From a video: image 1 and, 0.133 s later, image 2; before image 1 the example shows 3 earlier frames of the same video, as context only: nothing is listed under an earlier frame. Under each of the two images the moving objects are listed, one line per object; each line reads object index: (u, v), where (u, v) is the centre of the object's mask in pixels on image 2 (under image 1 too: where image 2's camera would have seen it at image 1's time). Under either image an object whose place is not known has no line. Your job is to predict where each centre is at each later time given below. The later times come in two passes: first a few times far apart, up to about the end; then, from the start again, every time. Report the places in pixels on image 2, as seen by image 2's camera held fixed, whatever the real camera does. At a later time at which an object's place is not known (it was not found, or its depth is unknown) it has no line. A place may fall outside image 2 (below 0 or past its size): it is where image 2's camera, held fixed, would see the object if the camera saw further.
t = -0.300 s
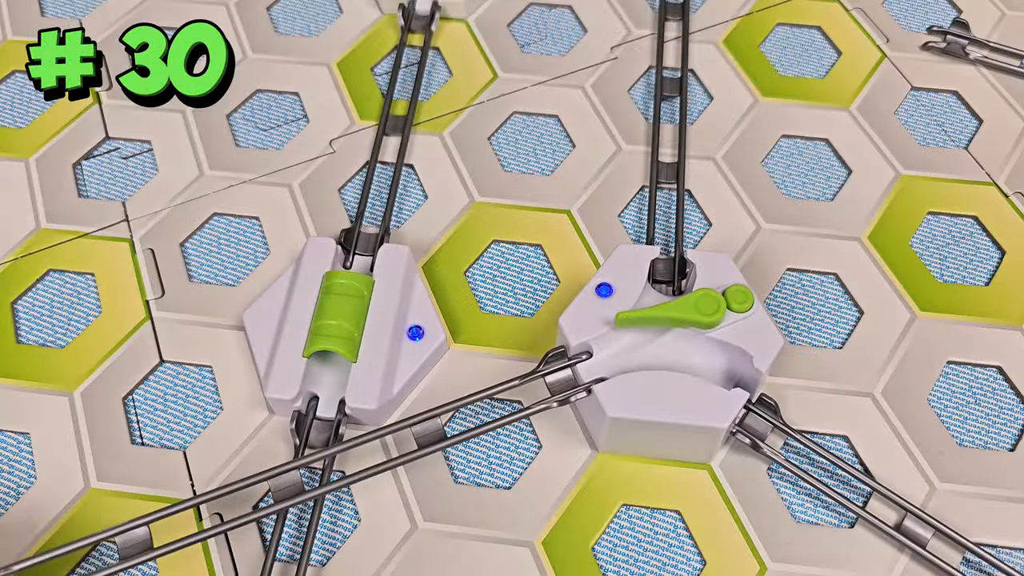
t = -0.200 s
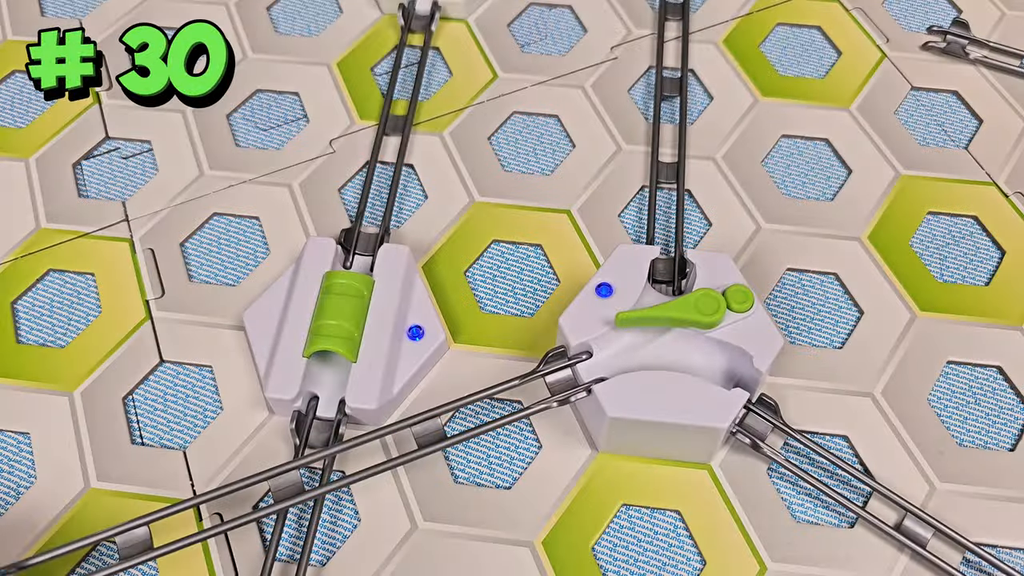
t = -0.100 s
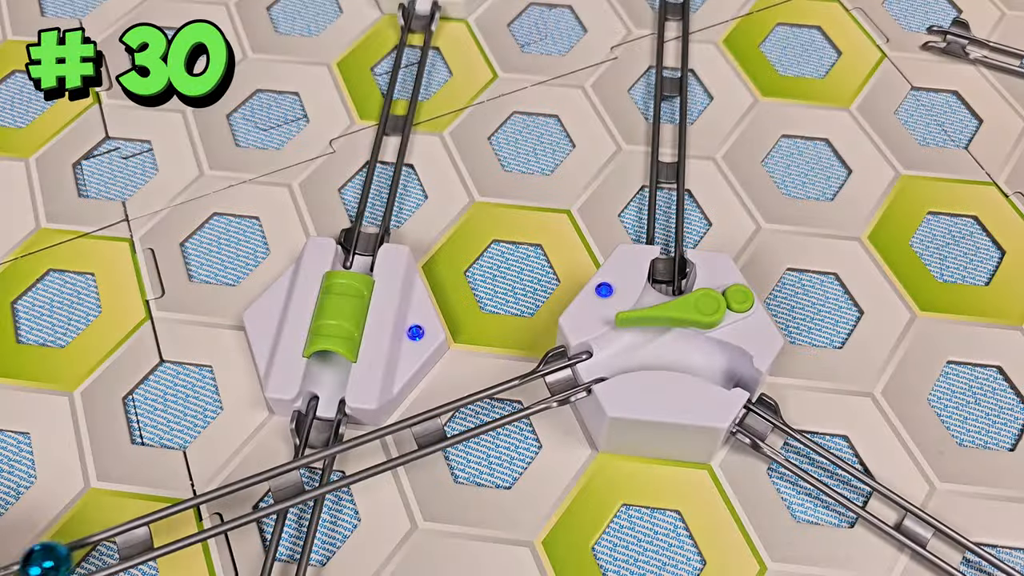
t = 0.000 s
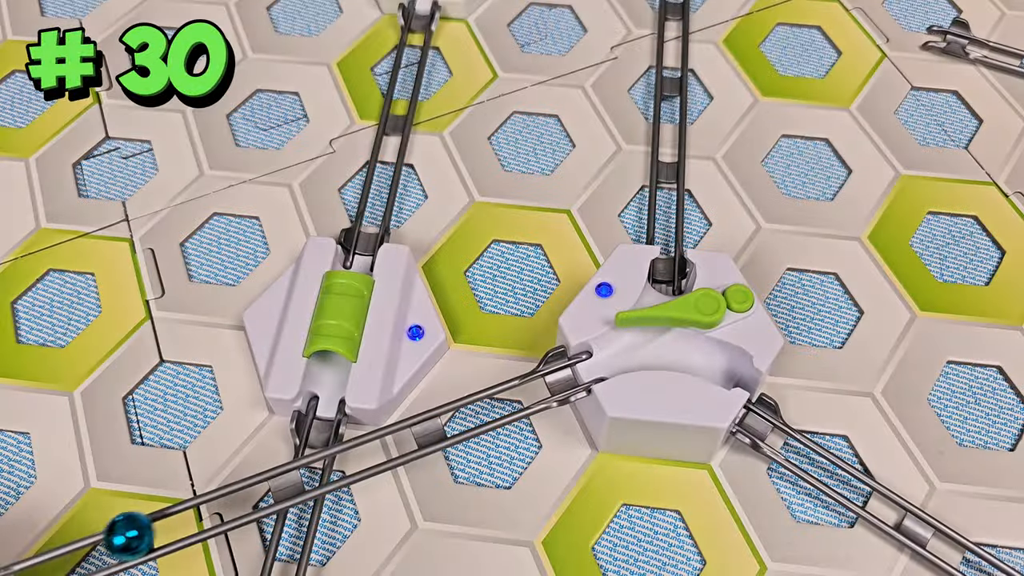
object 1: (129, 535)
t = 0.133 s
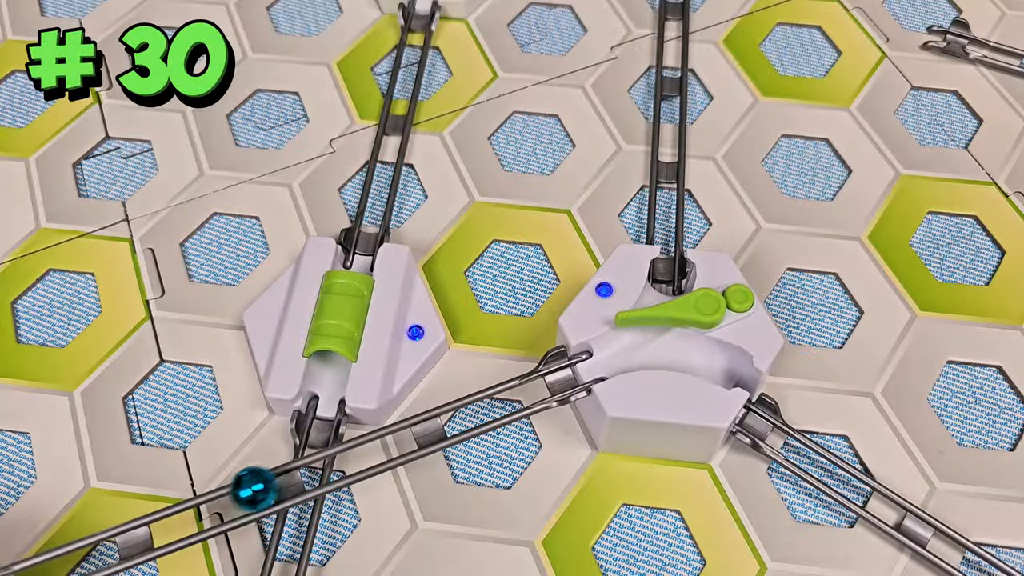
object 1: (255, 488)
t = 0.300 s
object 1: (427, 424)
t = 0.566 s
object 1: (717, 361)
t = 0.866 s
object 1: (1000, 566)
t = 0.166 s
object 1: (287, 476)
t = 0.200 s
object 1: (321, 464)
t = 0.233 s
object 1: (356, 451)
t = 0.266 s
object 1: (392, 437)
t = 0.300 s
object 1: (427, 424)
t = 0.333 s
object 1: (464, 409)
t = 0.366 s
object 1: (501, 395)
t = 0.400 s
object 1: (536, 380)
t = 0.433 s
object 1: (568, 369)
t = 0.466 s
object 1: (608, 353)
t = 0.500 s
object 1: (645, 347)
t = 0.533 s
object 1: (683, 349)
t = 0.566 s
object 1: (717, 361)
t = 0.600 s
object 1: (744, 389)
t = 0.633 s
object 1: (768, 423)
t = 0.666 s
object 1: (801, 447)
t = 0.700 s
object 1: (836, 468)
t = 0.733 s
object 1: (868, 489)
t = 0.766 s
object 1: (900, 511)
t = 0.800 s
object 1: (932, 531)
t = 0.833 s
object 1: (967, 553)
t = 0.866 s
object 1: (1000, 566)
